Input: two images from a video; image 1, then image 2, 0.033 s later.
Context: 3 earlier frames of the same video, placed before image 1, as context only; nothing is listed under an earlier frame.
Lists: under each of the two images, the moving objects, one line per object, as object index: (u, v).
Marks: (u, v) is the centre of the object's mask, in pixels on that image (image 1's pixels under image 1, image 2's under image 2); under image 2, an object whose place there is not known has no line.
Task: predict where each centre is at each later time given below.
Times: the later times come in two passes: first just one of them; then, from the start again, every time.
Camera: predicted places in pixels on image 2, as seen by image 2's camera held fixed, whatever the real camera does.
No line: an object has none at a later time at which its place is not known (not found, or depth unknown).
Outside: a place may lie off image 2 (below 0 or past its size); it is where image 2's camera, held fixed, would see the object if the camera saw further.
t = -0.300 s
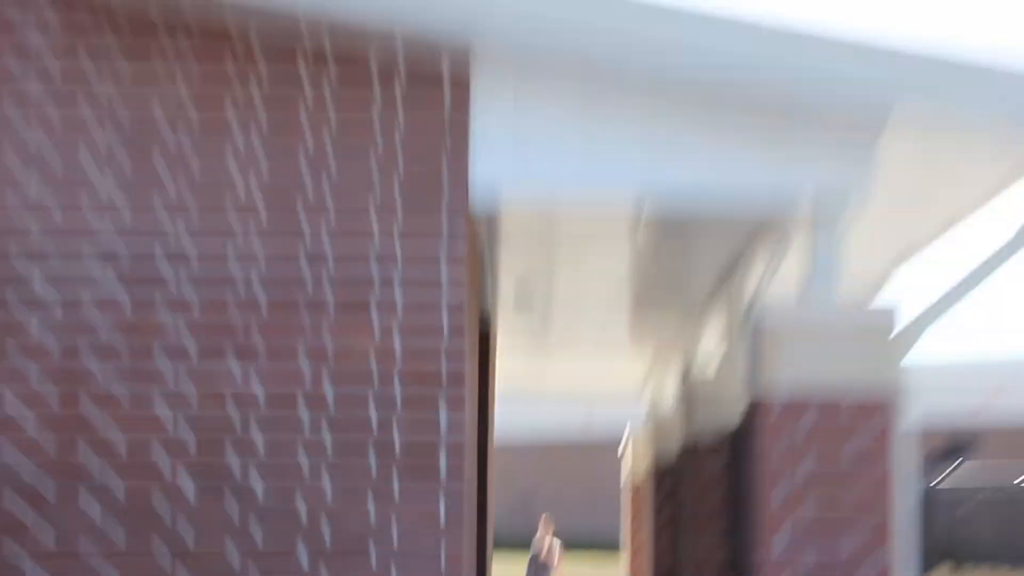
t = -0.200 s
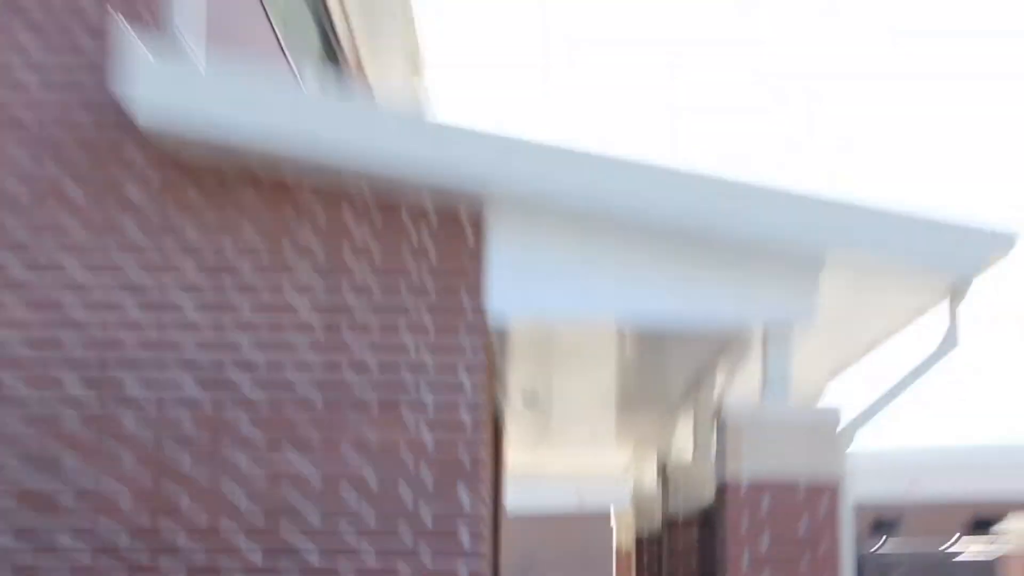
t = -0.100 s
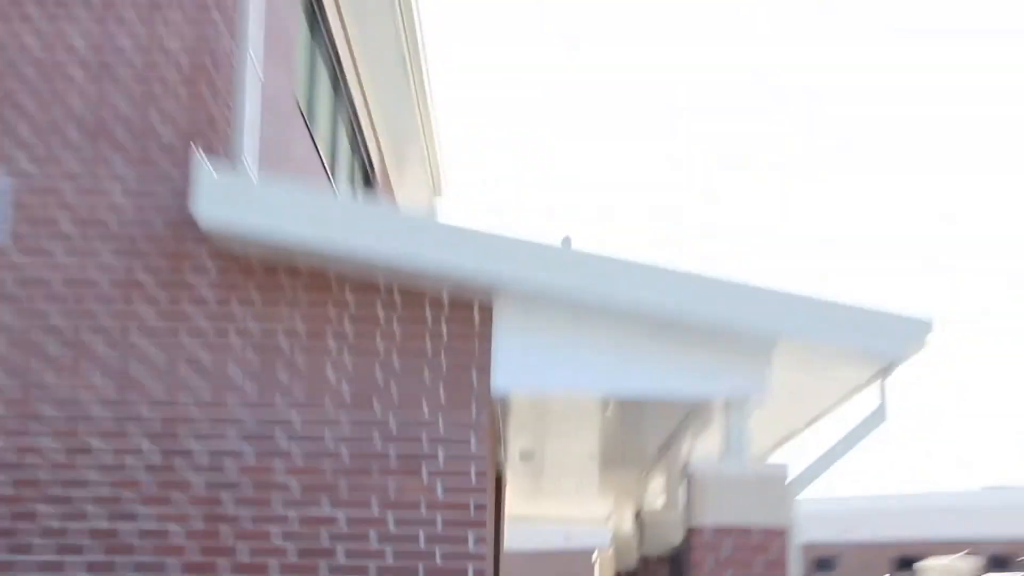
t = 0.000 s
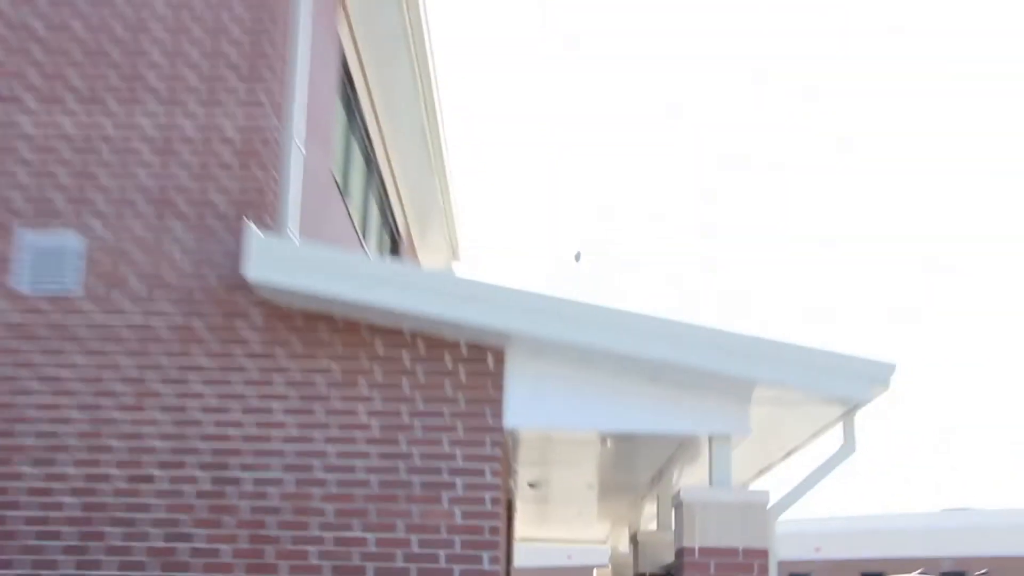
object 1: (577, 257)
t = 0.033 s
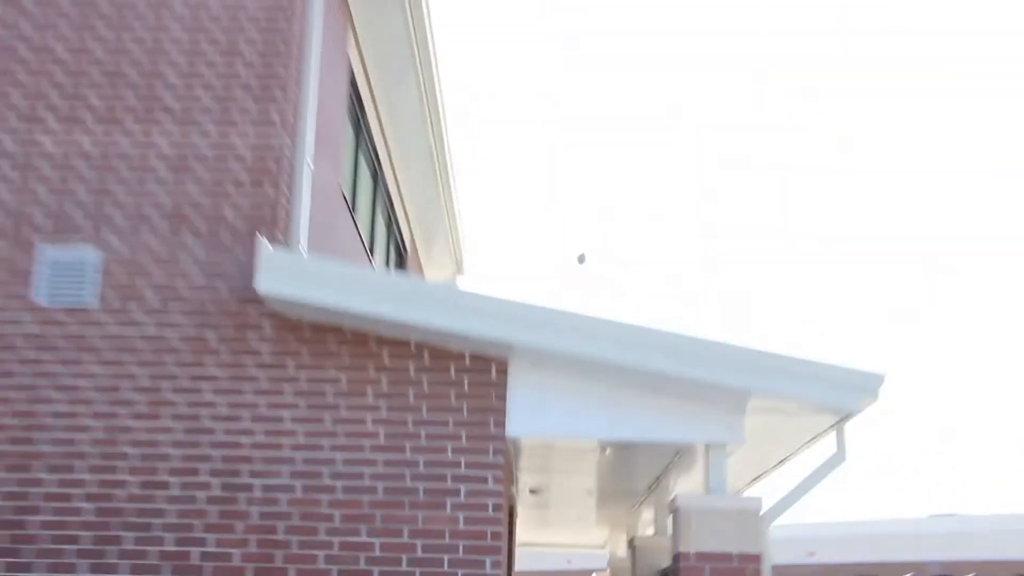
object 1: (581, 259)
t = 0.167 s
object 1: (591, 243)
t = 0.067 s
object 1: (584, 254)
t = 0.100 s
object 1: (588, 249)
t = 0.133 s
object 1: (588, 246)
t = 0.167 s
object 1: (591, 243)
